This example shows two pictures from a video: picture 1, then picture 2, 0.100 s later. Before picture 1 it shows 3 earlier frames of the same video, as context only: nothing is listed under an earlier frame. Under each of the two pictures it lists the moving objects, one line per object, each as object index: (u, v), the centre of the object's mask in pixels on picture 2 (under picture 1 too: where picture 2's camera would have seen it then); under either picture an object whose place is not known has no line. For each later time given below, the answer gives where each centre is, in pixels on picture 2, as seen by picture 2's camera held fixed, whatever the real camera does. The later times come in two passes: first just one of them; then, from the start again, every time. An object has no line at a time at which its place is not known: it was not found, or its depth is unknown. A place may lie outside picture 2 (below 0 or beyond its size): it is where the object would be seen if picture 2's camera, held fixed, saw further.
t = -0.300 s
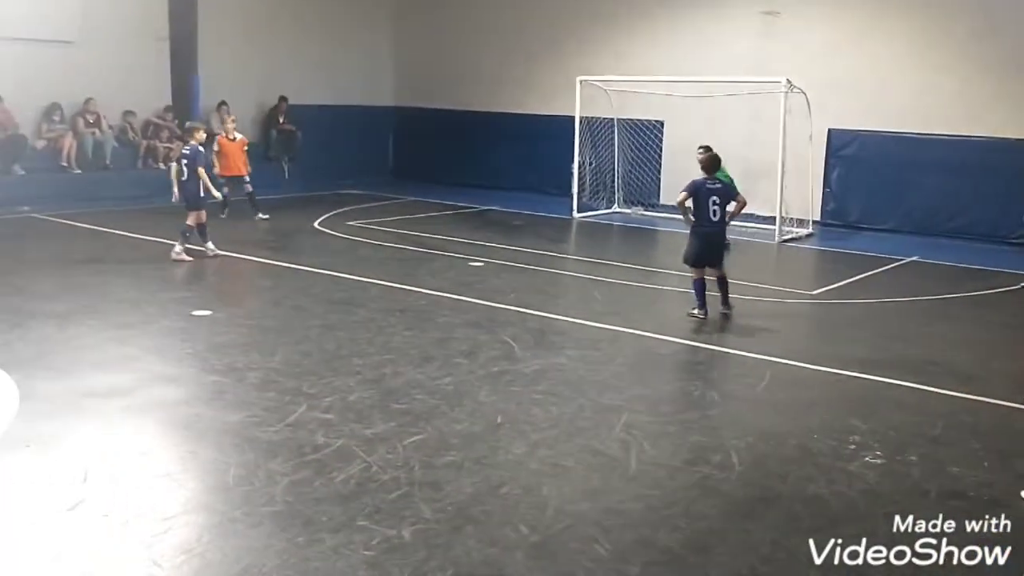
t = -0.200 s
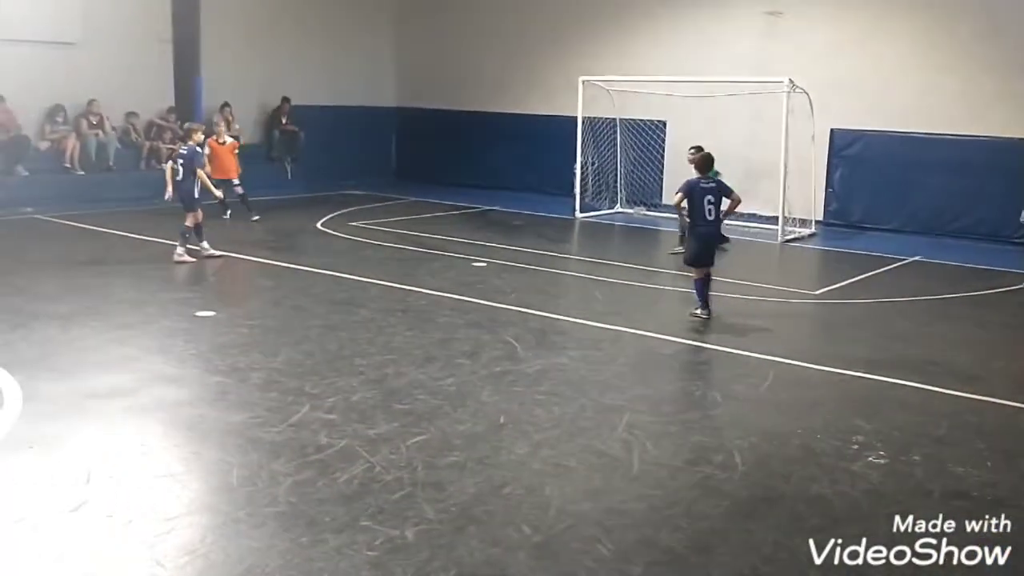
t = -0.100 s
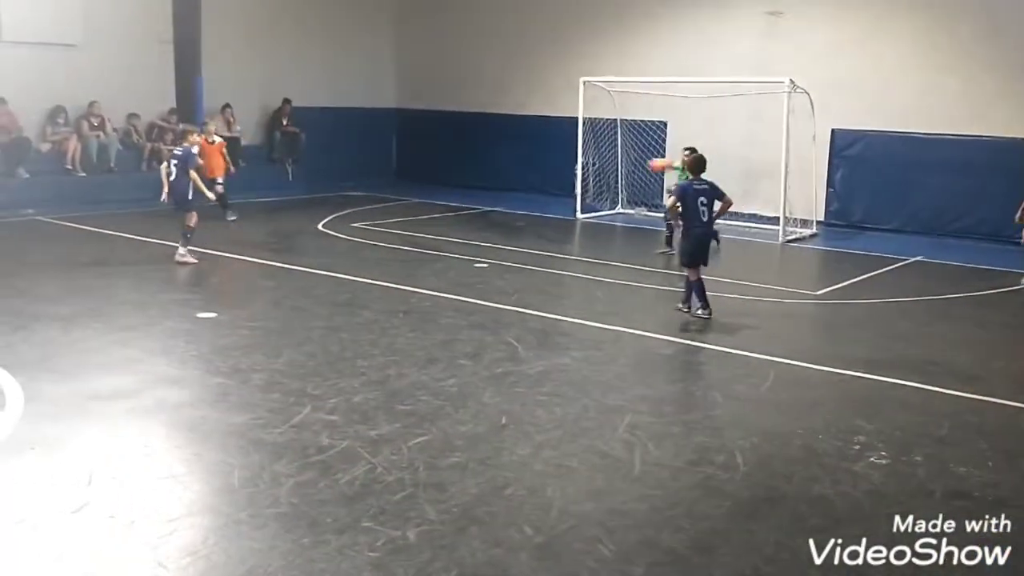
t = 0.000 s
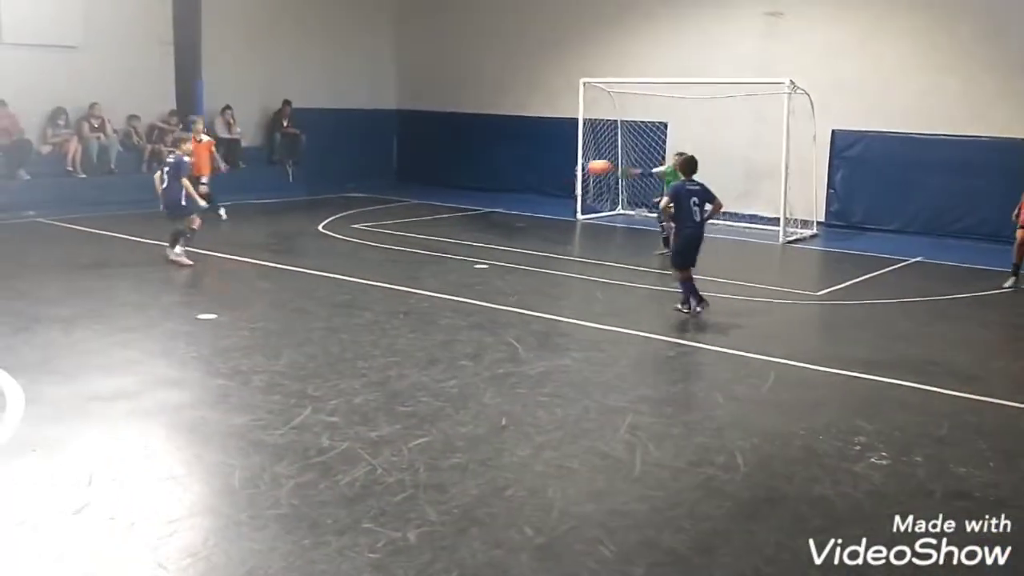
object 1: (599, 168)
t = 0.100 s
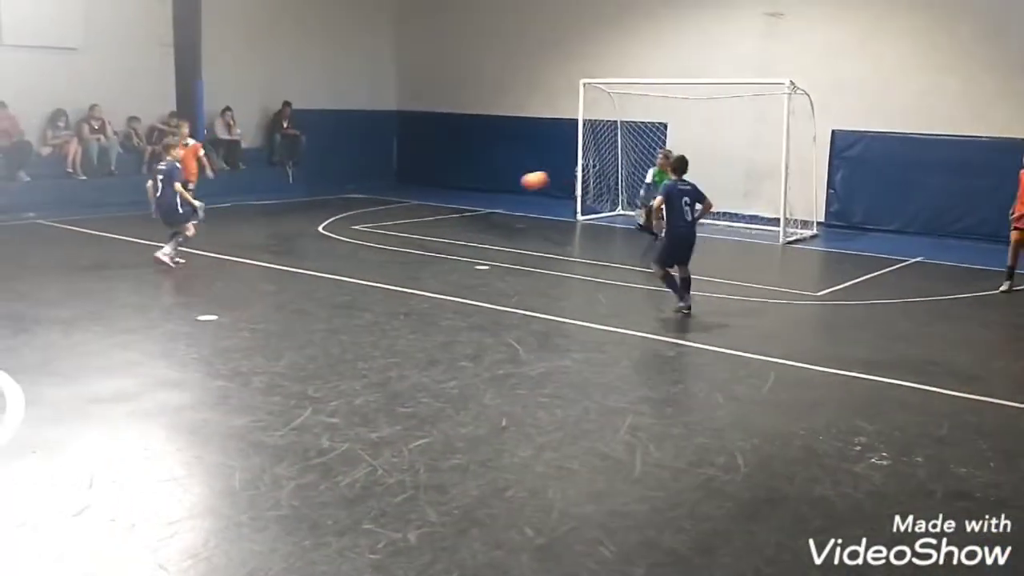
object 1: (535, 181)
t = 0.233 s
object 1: (435, 212)
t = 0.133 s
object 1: (512, 187)
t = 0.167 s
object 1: (488, 194)
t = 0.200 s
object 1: (462, 202)
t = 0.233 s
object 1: (435, 212)
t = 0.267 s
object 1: (407, 224)
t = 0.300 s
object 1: (378, 236)
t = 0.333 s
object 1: (345, 254)
